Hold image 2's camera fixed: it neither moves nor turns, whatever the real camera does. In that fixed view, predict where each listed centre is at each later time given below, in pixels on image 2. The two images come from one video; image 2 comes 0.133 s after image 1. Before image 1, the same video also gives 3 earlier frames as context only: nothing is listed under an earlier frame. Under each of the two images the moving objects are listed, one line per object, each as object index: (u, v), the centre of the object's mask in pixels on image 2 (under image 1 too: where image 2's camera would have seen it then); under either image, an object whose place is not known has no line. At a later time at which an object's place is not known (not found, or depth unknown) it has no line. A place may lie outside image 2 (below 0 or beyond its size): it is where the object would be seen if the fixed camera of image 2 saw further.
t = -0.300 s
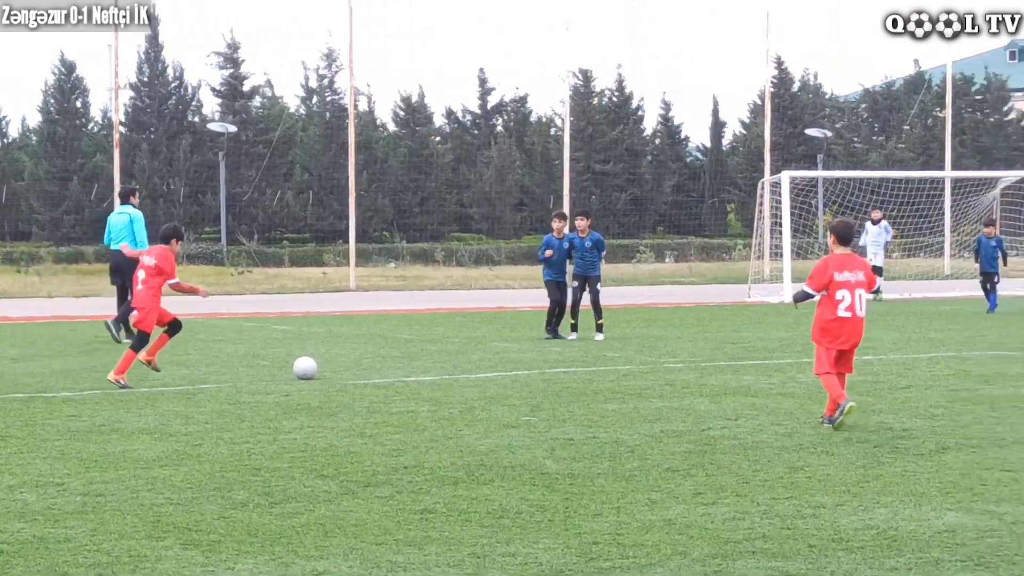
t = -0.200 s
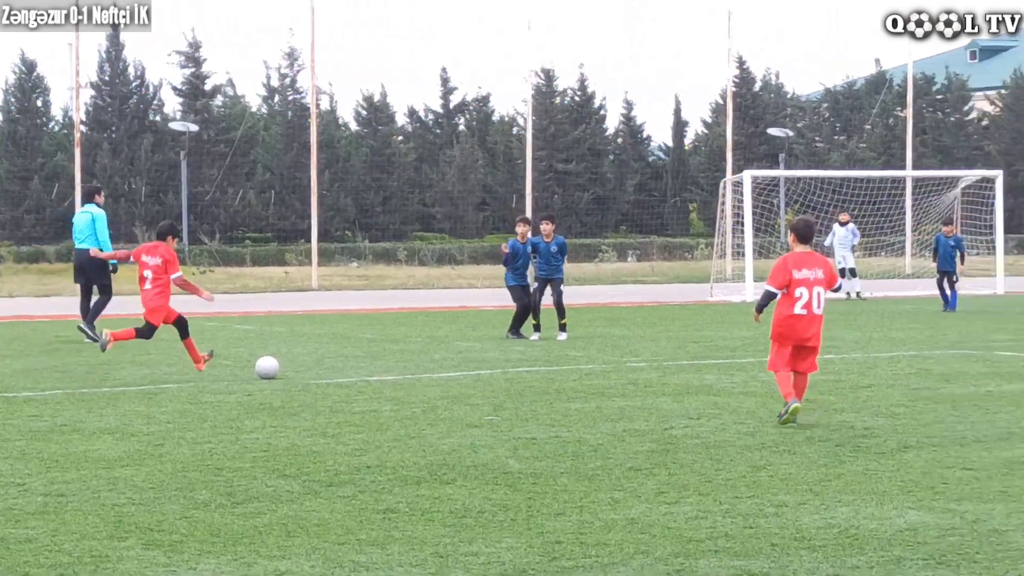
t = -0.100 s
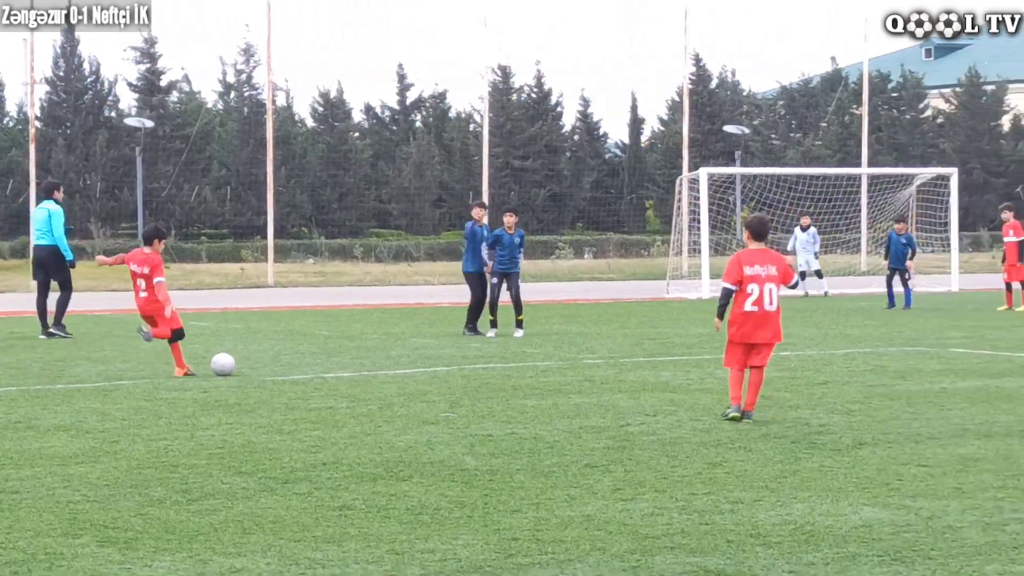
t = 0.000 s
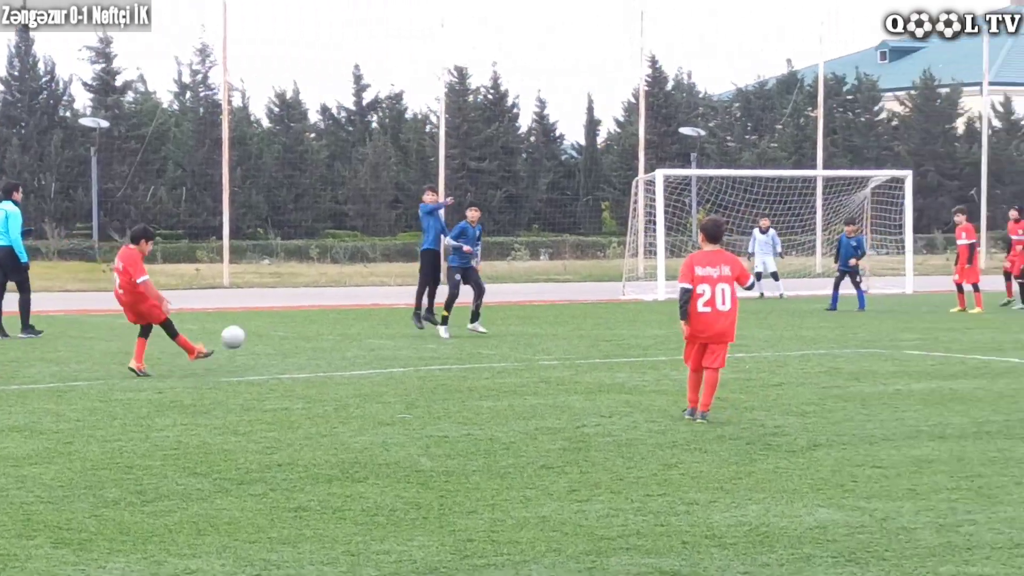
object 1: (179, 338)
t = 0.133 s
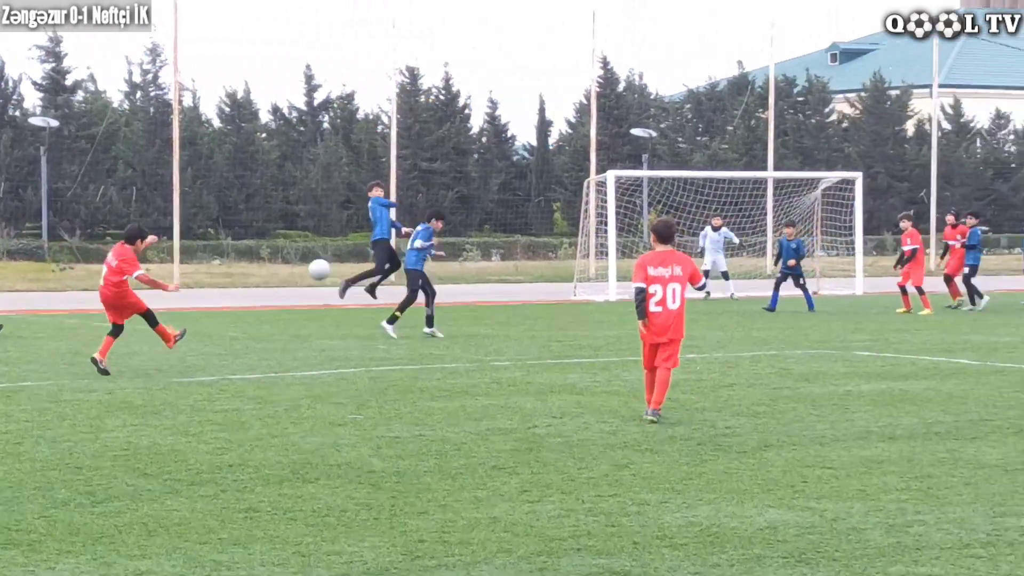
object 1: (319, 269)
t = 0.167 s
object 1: (348, 256)
